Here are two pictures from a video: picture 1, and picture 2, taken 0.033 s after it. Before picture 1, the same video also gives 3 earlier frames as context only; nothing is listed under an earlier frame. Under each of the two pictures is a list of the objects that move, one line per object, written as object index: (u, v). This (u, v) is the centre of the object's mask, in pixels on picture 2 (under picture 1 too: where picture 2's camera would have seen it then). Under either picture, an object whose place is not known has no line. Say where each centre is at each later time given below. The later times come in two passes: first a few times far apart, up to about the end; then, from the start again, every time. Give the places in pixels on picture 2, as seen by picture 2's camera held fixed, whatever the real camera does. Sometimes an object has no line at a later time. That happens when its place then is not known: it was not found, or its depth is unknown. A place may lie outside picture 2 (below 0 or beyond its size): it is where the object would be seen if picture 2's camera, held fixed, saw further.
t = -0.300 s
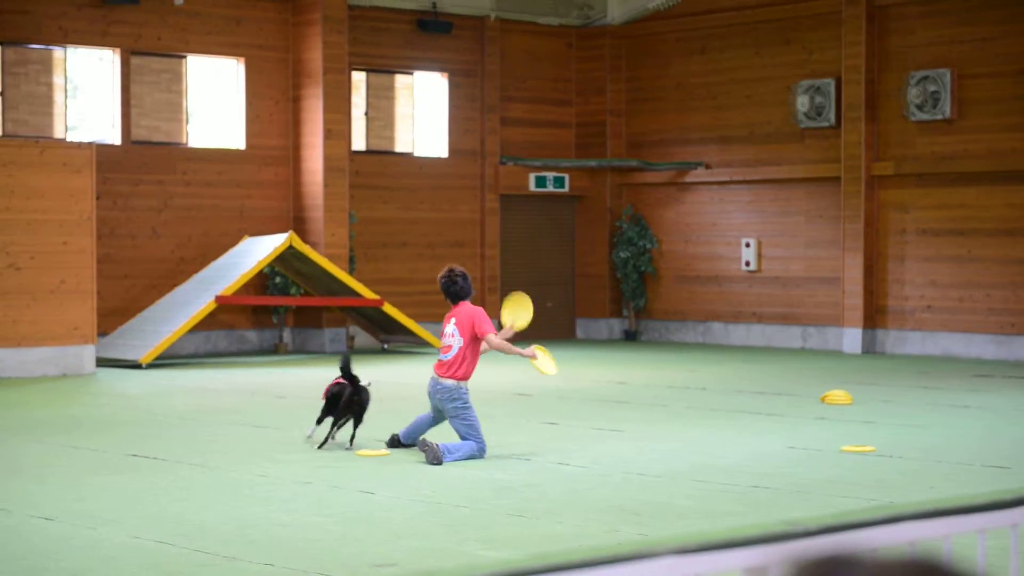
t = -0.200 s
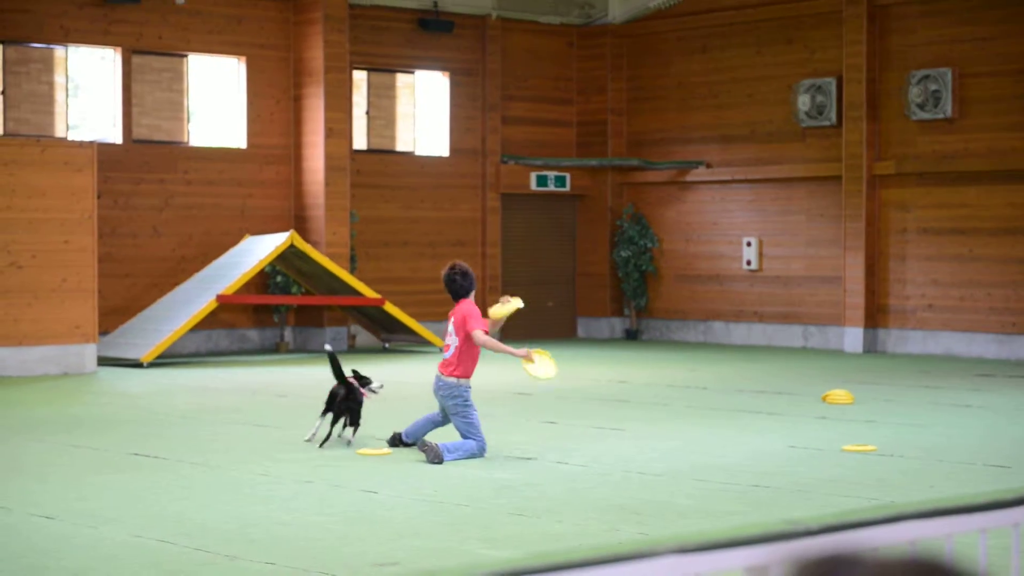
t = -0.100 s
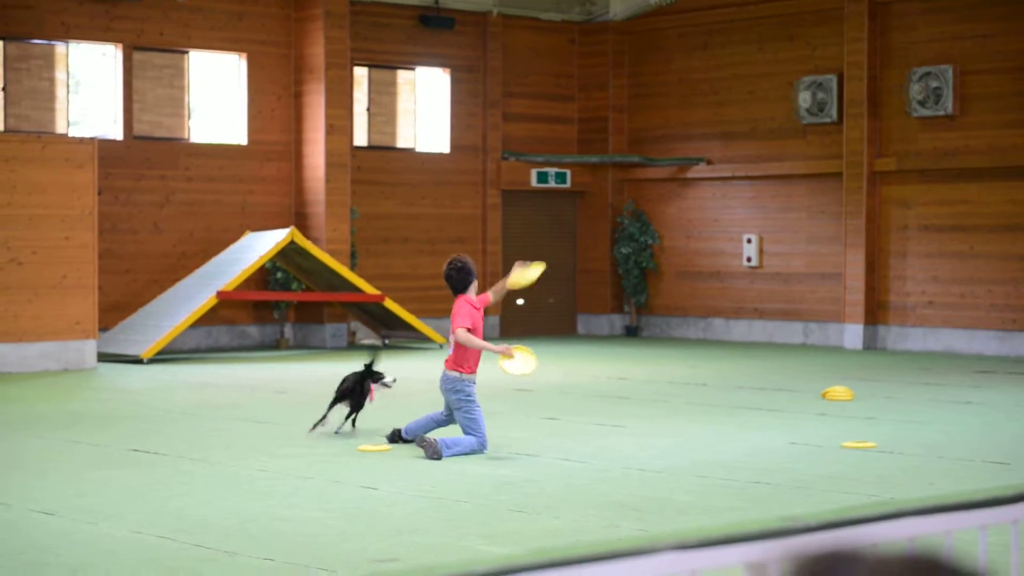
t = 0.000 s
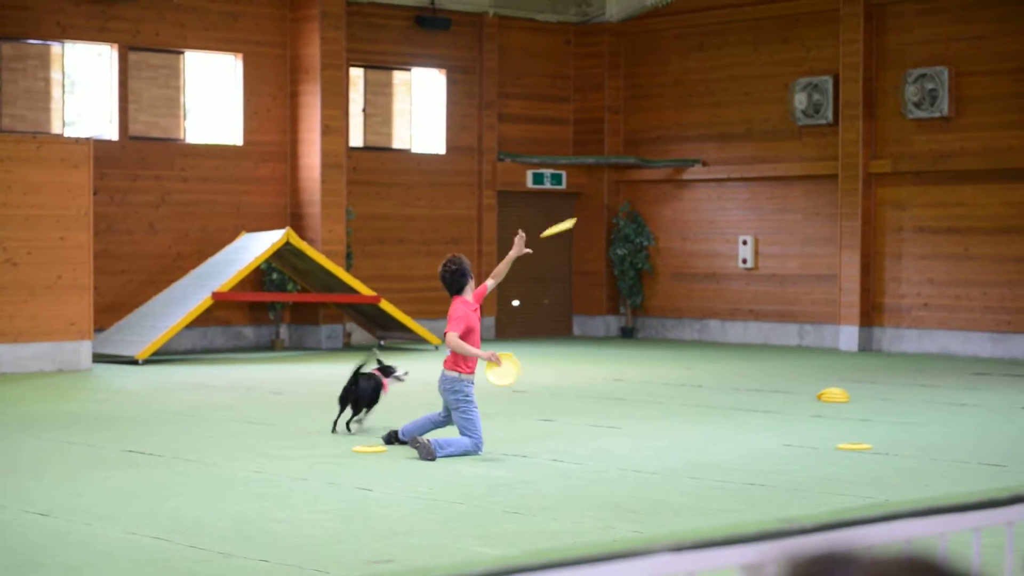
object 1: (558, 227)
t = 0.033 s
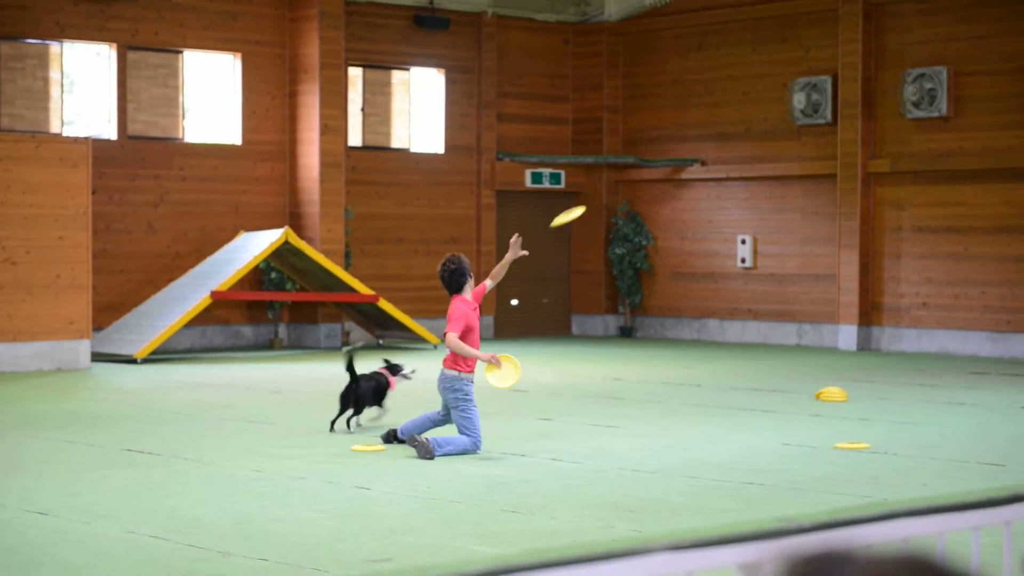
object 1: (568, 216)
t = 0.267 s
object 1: (635, 182)
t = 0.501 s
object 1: (686, 199)
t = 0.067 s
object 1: (578, 207)
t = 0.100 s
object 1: (588, 199)
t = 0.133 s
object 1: (598, 193)
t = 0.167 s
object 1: (609, 188)
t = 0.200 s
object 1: (617, 186)
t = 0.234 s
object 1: (625, 183)
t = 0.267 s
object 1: (635, 182)
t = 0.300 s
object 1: (644, 182)
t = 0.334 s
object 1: (651, 183)
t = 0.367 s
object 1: (659, 185)
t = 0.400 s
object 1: (667, 188)
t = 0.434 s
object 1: (674, 191)
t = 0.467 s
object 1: (680, 195)
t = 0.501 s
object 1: (686, 199)
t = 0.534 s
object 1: (692, 204)
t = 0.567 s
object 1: (699, 209)
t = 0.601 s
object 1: (704, 215)
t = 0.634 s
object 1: (708, 221)
